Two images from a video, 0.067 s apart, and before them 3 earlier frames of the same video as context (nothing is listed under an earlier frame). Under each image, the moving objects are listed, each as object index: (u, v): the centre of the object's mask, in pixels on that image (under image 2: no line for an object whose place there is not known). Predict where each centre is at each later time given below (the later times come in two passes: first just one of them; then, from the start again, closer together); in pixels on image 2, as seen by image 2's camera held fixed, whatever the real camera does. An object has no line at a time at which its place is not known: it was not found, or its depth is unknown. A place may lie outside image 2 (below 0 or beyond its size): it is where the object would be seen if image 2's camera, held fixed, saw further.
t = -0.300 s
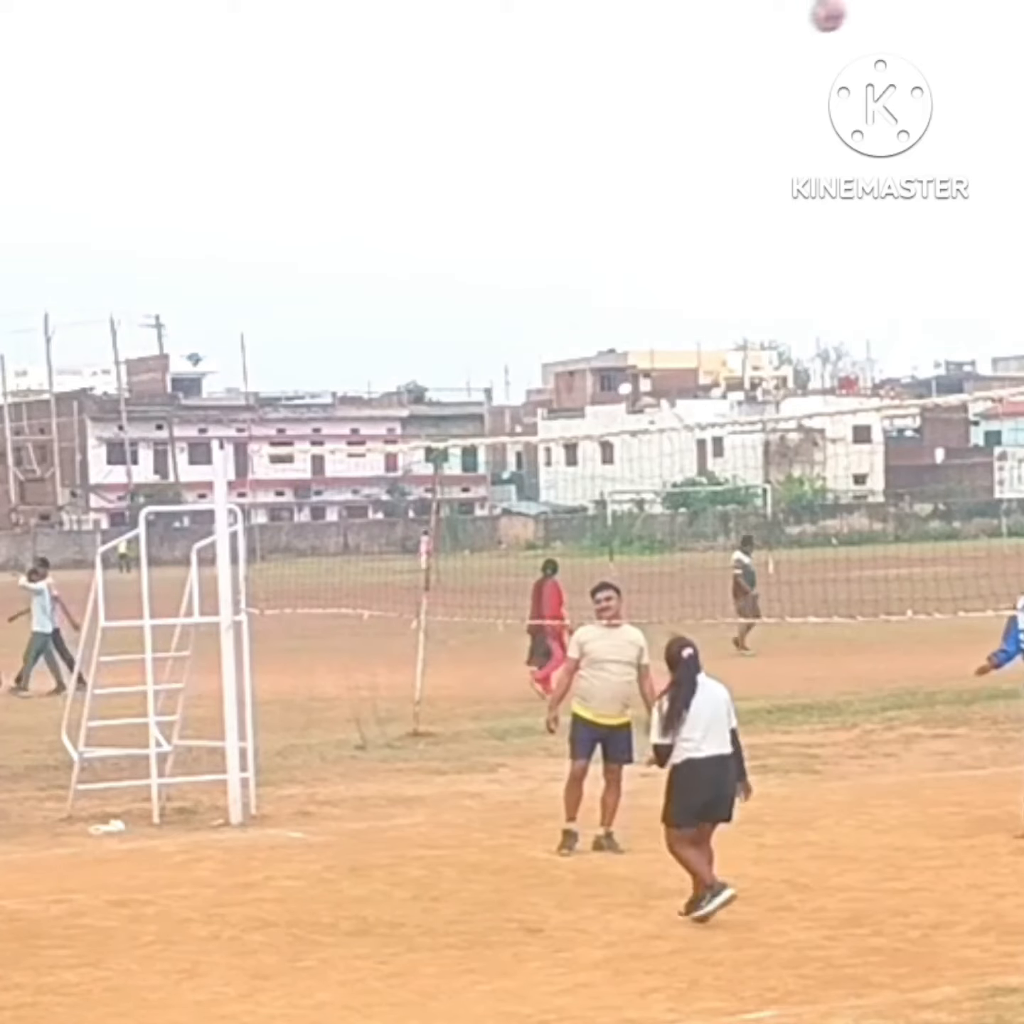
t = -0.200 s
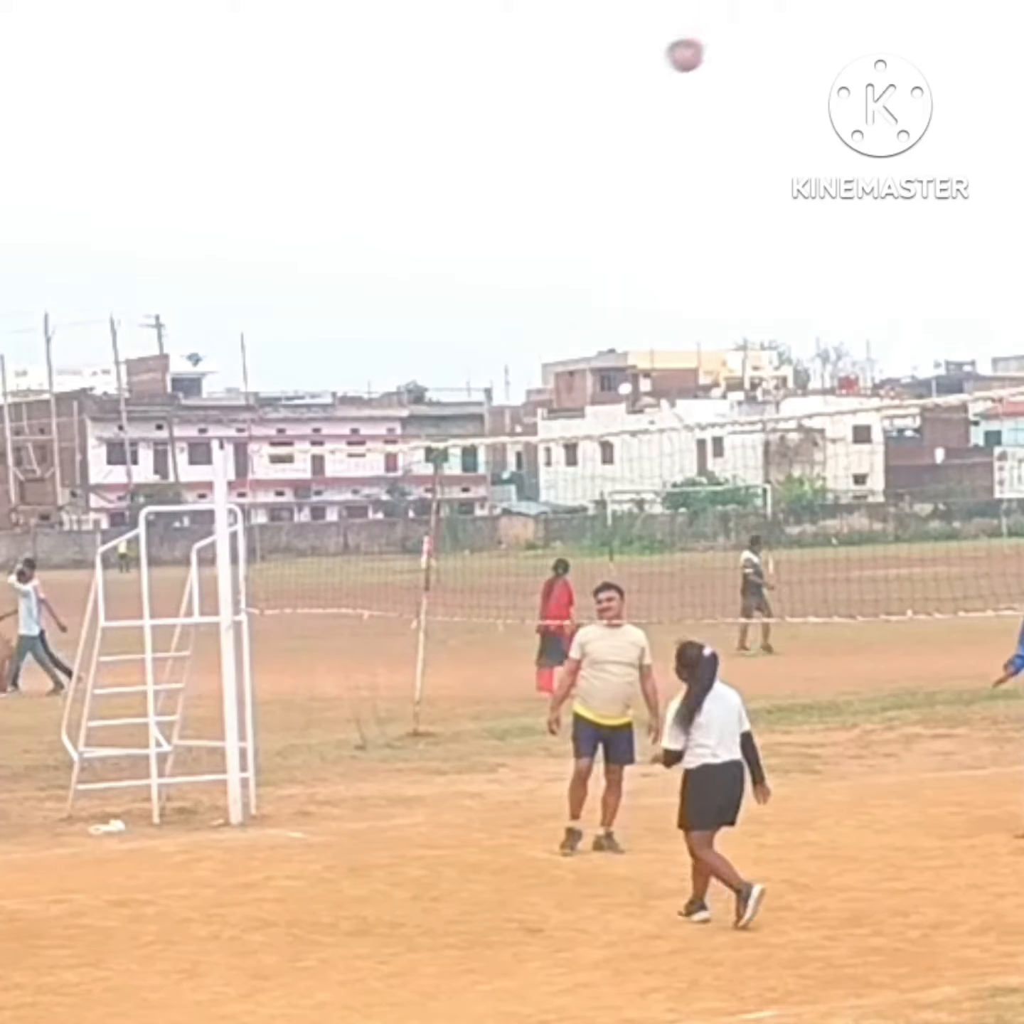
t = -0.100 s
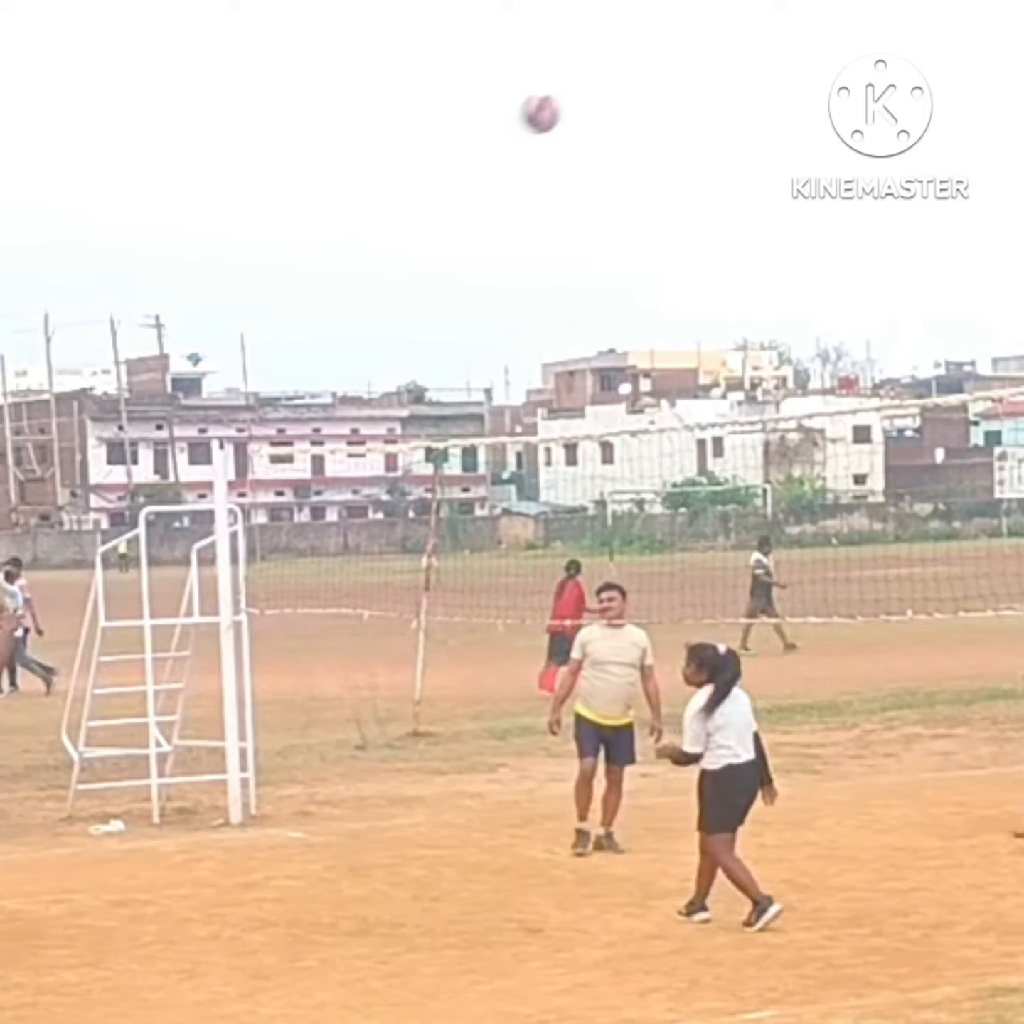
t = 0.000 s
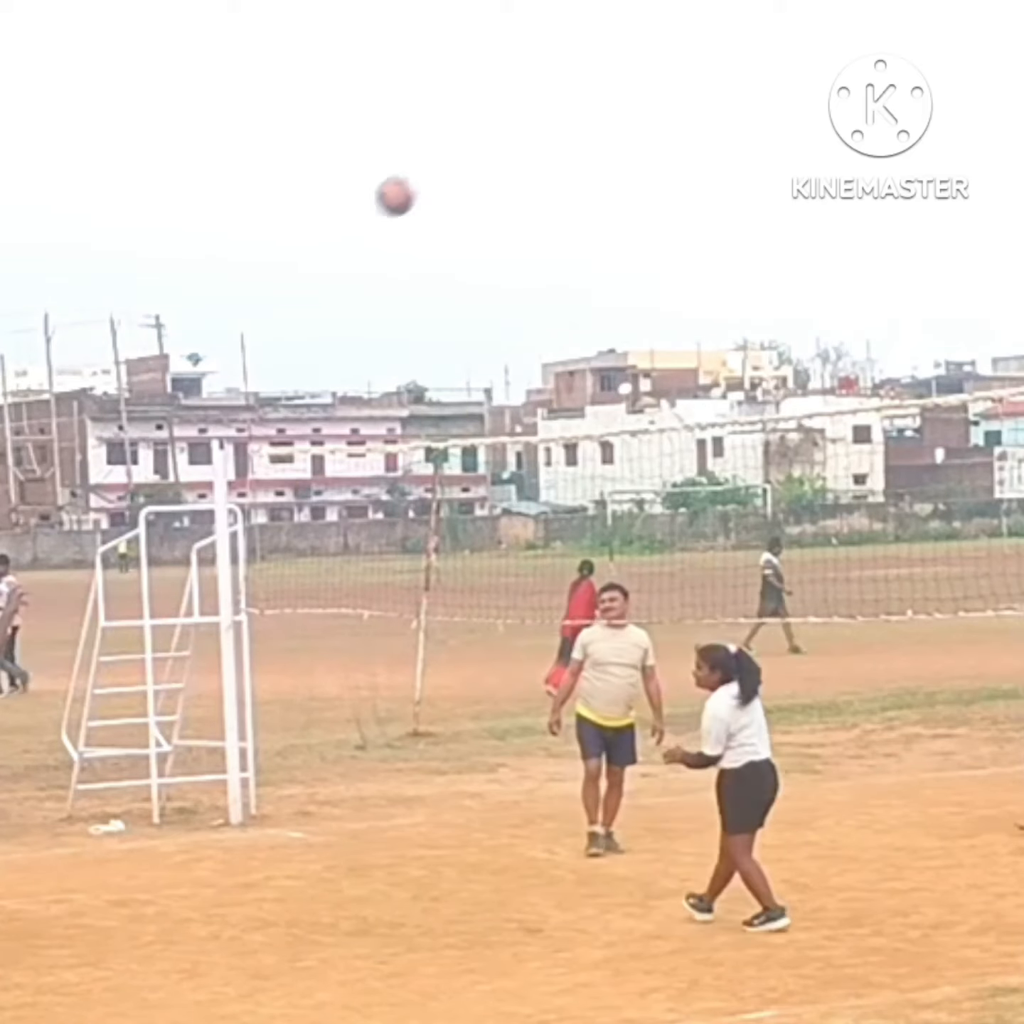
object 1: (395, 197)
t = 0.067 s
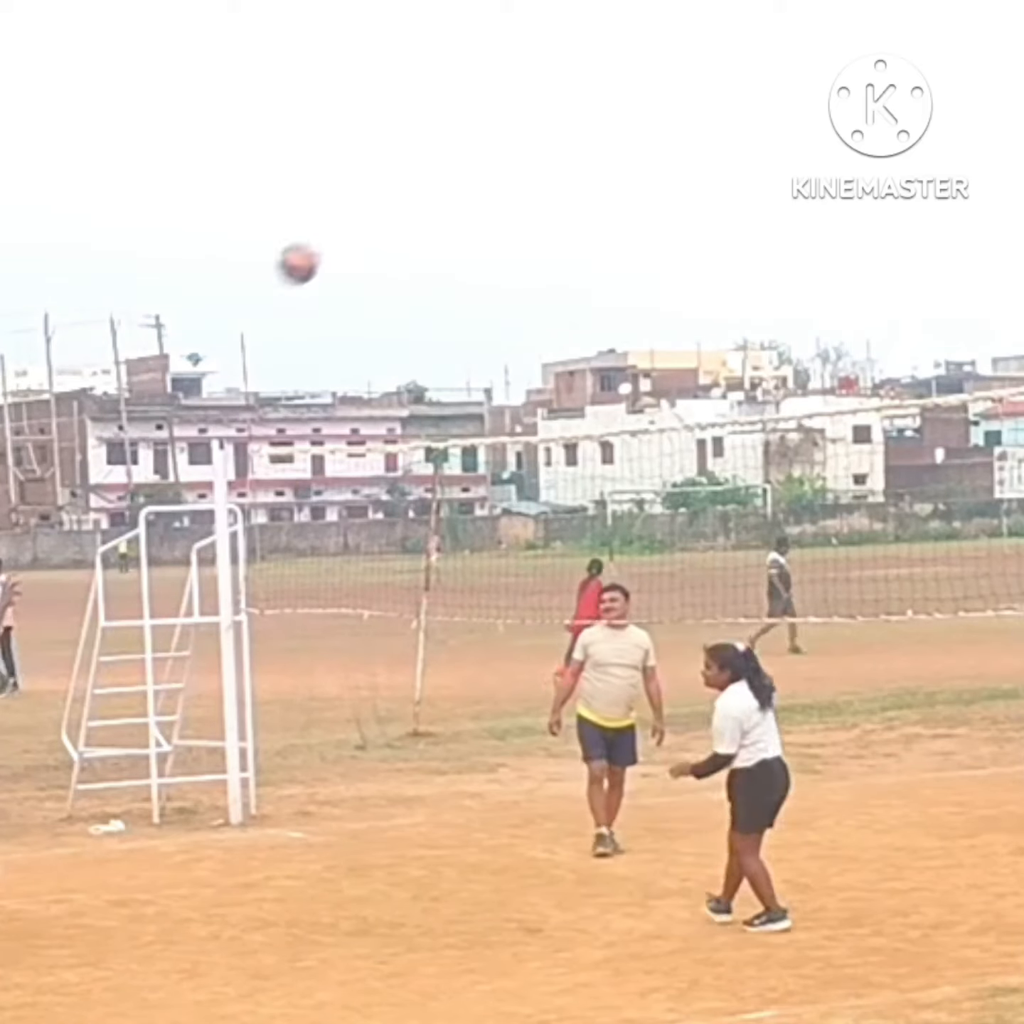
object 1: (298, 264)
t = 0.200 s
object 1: (101, 425)
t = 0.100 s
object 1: (249, 301)
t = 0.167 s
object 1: (150, 380)
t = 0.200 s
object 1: (101, 425)
